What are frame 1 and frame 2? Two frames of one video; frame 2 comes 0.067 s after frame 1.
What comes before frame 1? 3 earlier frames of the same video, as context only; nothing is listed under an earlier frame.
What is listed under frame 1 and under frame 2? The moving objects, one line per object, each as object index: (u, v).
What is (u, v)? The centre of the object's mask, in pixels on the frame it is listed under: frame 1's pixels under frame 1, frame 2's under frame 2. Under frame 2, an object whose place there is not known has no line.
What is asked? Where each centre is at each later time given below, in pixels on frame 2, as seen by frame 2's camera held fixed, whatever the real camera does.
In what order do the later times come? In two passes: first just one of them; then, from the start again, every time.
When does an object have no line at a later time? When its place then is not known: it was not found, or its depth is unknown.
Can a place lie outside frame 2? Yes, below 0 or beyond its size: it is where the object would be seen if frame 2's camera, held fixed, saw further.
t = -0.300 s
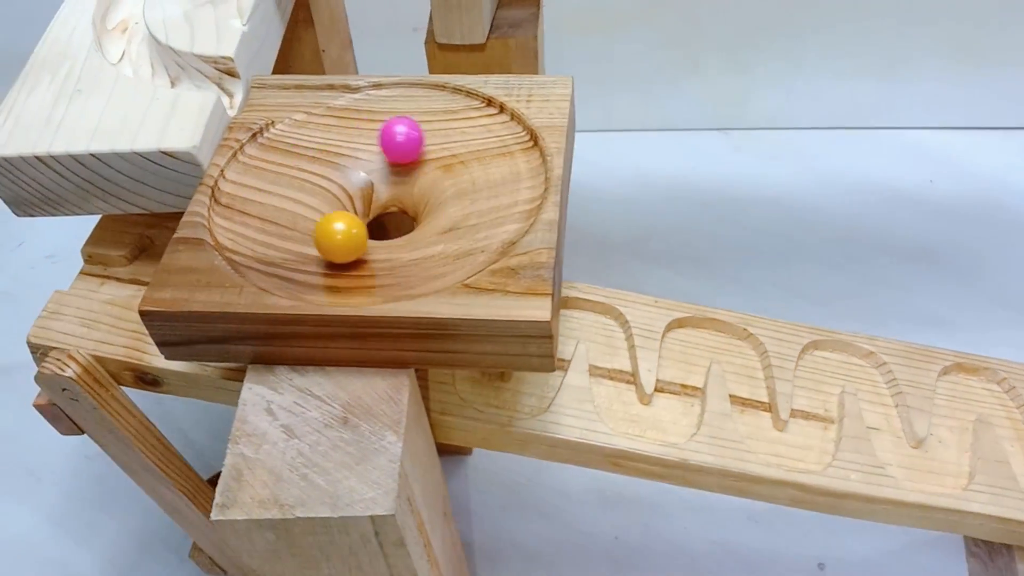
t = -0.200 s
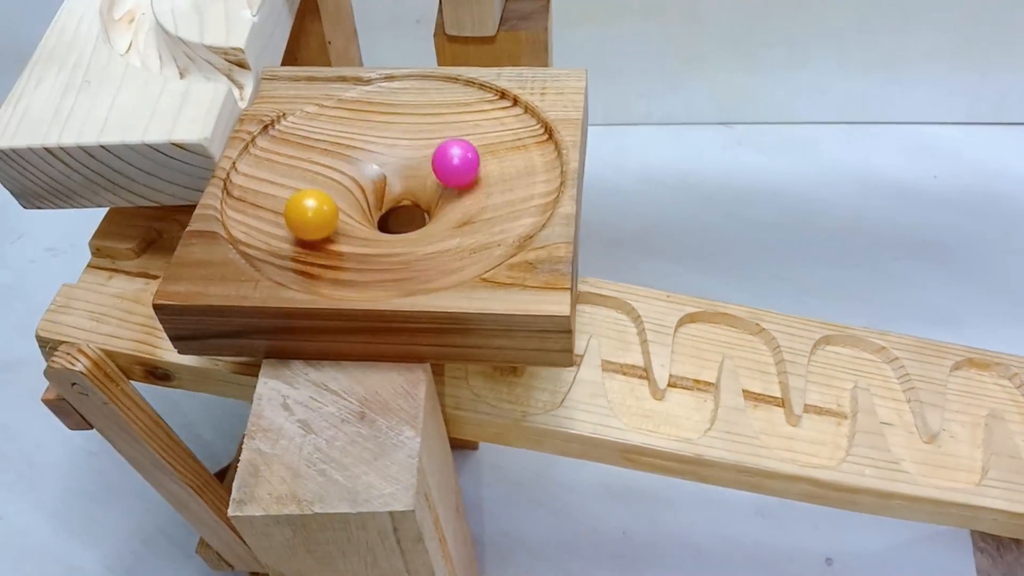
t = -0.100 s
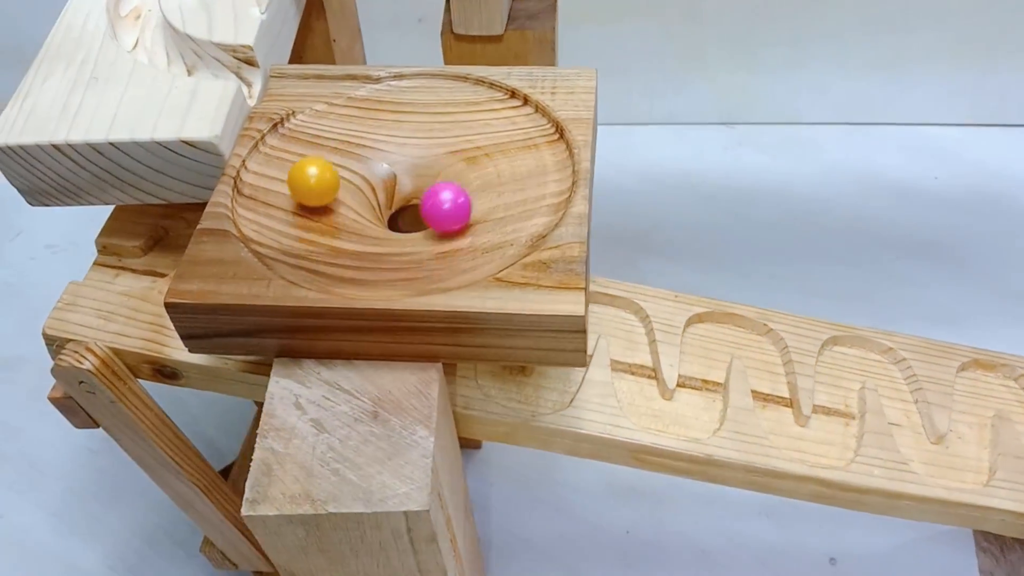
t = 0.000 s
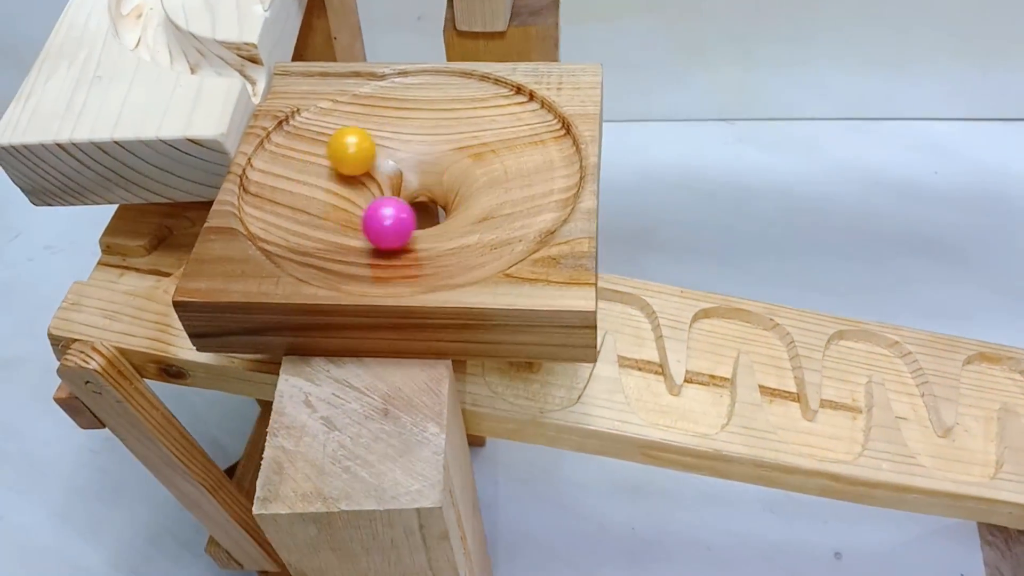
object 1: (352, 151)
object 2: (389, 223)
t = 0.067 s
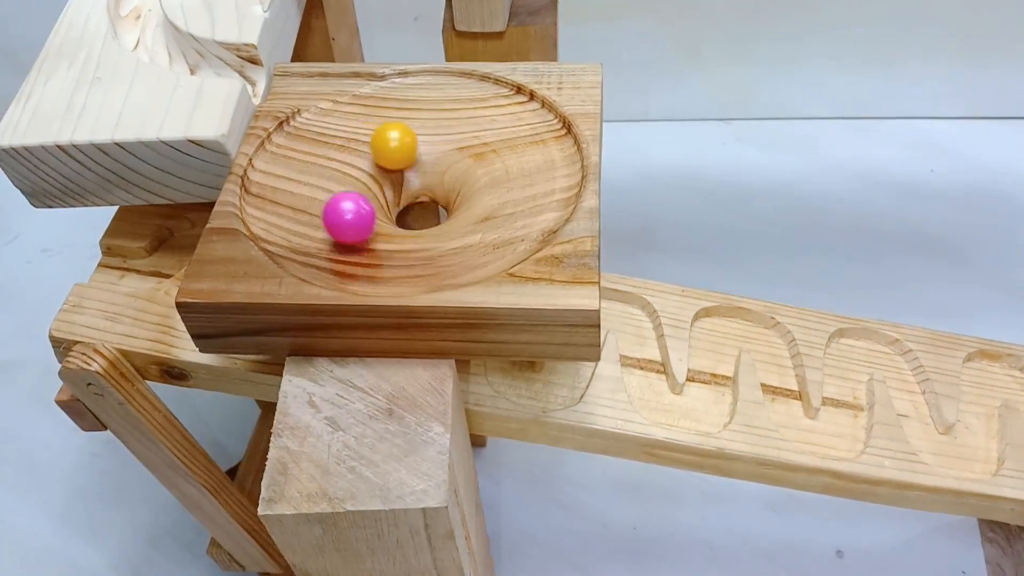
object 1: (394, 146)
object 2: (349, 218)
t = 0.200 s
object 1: (431, 203)
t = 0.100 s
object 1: (418, 153)
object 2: (332, 210)
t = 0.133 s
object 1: (438, 168)
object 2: (320, 201)
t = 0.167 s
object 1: (445, 189)
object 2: (312, 191)
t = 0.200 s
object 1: (431, 203)
